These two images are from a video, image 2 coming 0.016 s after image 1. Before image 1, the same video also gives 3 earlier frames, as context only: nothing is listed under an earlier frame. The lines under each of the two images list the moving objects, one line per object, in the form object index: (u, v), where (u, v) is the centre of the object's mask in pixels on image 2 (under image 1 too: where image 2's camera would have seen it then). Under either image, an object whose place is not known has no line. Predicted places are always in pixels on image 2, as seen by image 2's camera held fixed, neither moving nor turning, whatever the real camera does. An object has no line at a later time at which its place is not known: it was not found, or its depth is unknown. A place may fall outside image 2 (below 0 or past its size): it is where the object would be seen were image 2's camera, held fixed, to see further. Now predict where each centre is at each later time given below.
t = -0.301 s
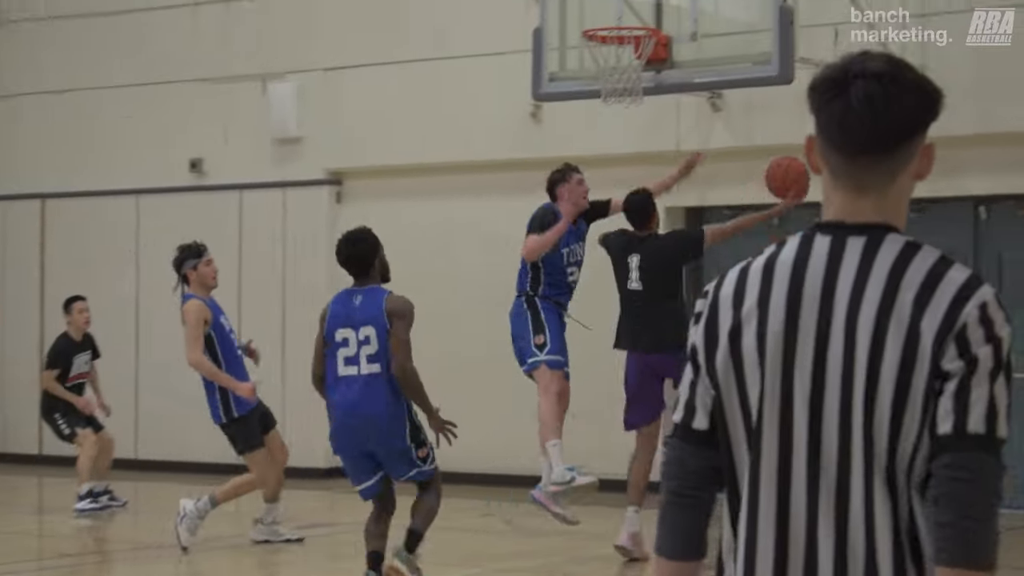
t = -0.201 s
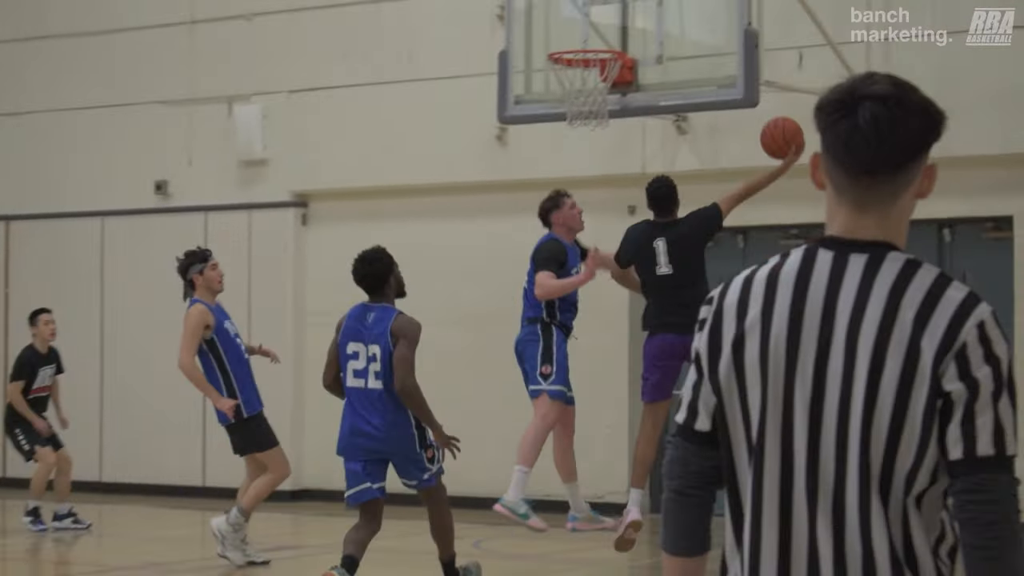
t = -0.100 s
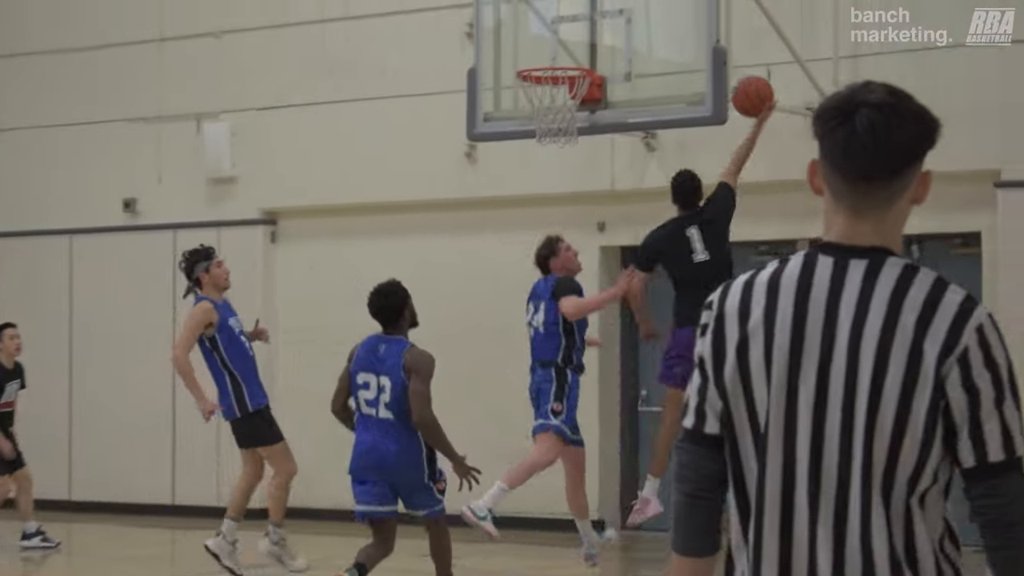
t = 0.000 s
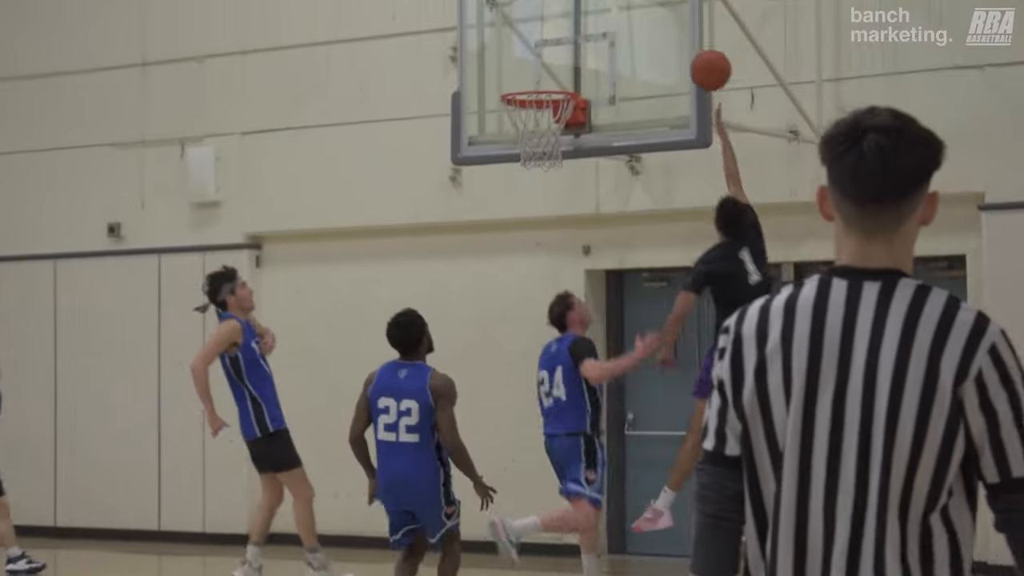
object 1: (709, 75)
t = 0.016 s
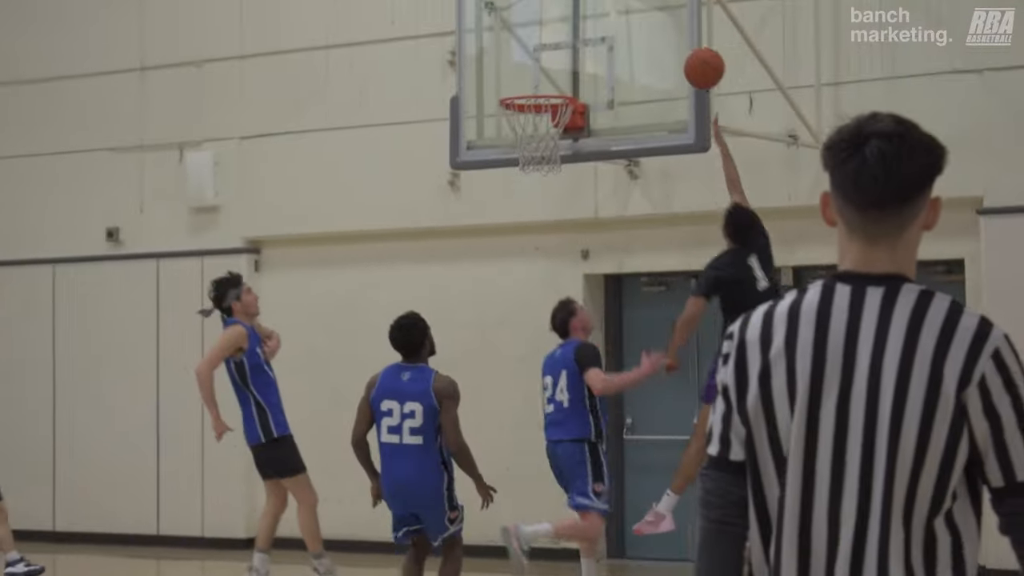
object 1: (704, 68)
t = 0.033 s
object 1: (699, 61)
